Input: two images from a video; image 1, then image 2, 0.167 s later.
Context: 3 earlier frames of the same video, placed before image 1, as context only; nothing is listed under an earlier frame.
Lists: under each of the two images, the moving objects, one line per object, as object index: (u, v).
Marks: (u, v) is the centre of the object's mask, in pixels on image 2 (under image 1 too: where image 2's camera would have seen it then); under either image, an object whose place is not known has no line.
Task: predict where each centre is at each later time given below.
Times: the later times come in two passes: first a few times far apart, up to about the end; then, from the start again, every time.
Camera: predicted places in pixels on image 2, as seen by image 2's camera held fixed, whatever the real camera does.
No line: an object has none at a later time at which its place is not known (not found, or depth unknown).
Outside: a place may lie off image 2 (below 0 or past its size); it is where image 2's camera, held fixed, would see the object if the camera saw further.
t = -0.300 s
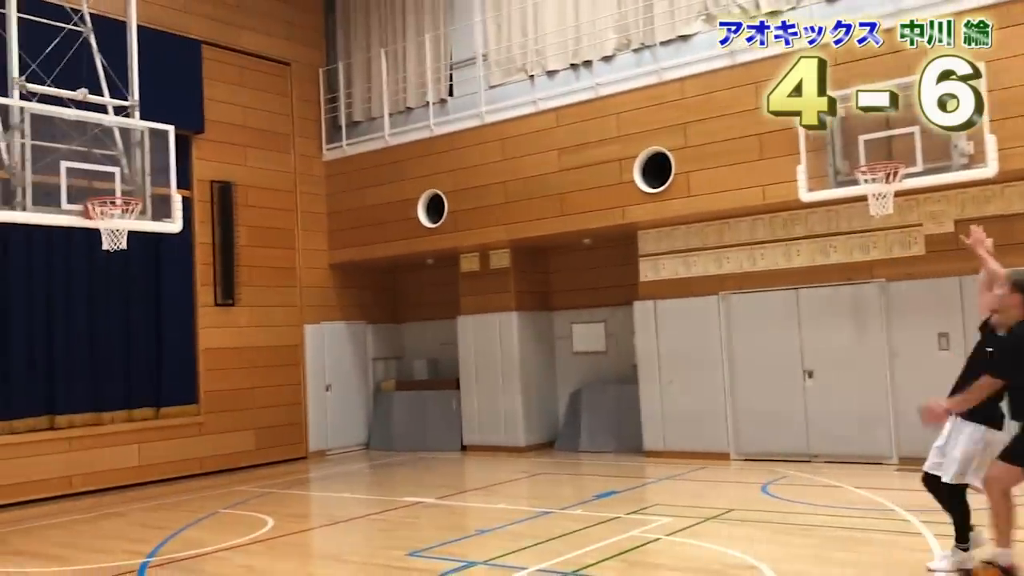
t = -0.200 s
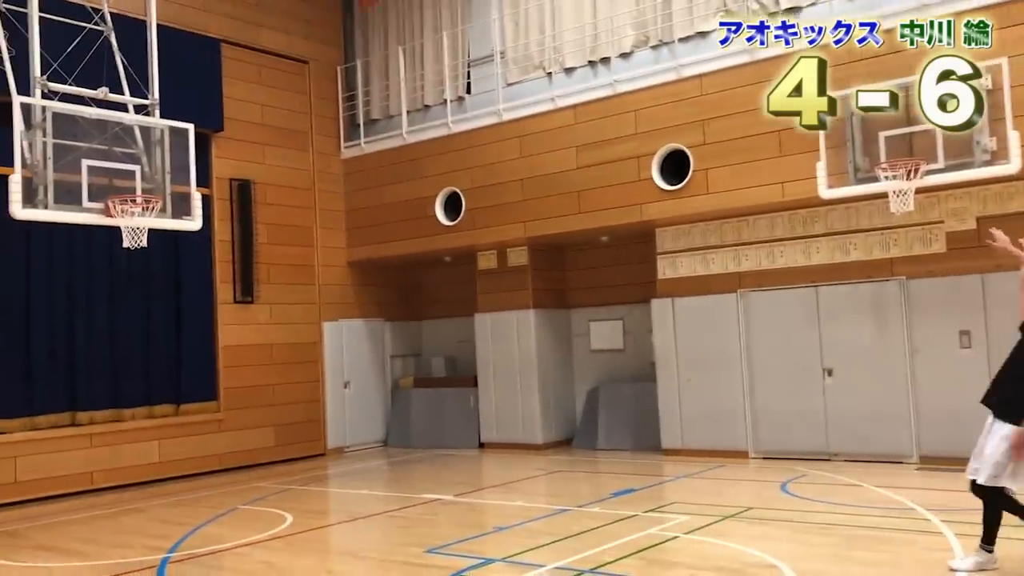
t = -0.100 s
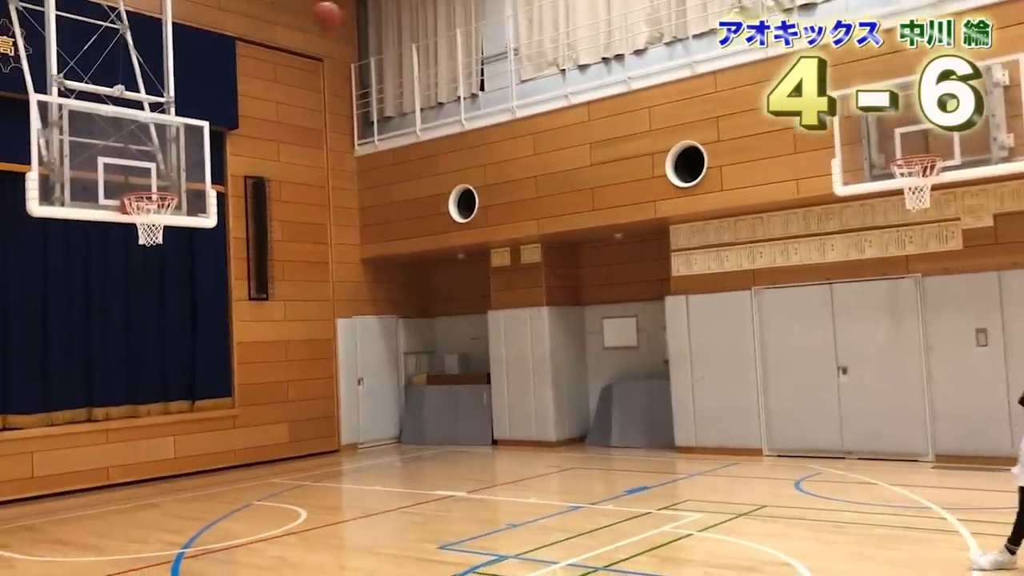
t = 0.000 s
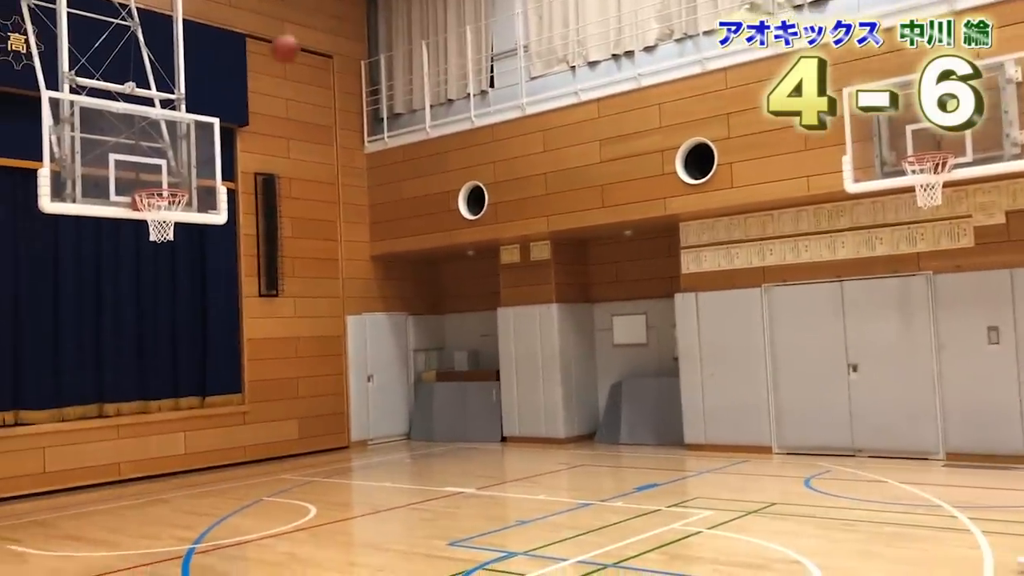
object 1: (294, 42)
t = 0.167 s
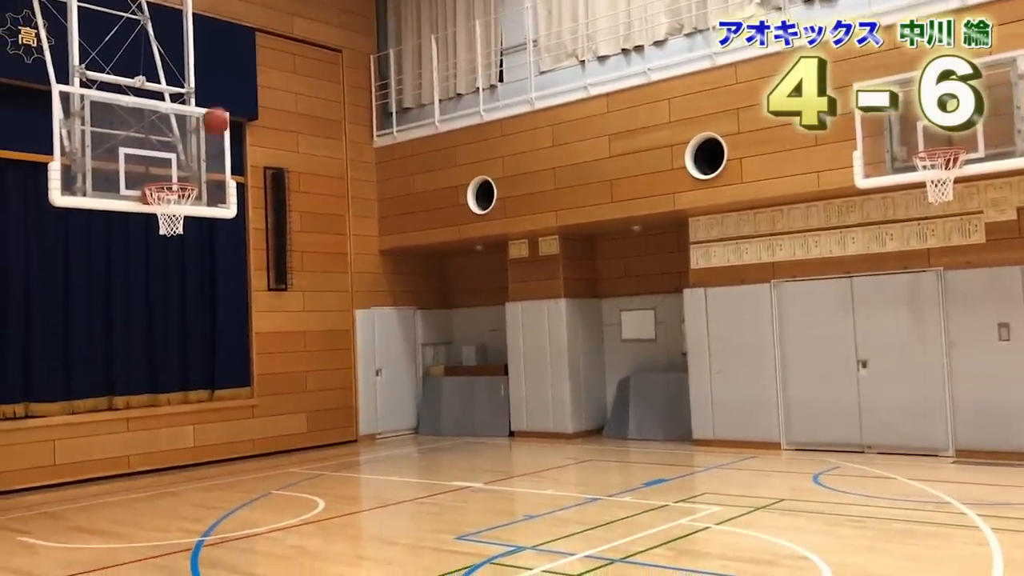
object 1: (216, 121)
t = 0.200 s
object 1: (201, 139)
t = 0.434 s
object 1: (148, 223)
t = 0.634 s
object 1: (144, 290)
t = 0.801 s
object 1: (141, 376)
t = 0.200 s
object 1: (201, 139)
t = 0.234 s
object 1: (187, 159)
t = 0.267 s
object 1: (171, 176)
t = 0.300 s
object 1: (158, 198)
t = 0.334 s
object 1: (154, 217)
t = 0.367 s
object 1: (150, 212)
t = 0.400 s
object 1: (149, 216)
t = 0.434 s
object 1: (148, 223)
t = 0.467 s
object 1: (148, 231)
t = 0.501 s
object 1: (147, 241)
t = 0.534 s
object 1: (146, 252)
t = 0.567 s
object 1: (146, 263)
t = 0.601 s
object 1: (145, 276)
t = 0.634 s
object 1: (144, 290)
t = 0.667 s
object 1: (144, 305)
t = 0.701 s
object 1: (143, 321)
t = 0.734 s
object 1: (143, 338)
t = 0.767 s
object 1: (142, 357)
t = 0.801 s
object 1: (141, 376)
